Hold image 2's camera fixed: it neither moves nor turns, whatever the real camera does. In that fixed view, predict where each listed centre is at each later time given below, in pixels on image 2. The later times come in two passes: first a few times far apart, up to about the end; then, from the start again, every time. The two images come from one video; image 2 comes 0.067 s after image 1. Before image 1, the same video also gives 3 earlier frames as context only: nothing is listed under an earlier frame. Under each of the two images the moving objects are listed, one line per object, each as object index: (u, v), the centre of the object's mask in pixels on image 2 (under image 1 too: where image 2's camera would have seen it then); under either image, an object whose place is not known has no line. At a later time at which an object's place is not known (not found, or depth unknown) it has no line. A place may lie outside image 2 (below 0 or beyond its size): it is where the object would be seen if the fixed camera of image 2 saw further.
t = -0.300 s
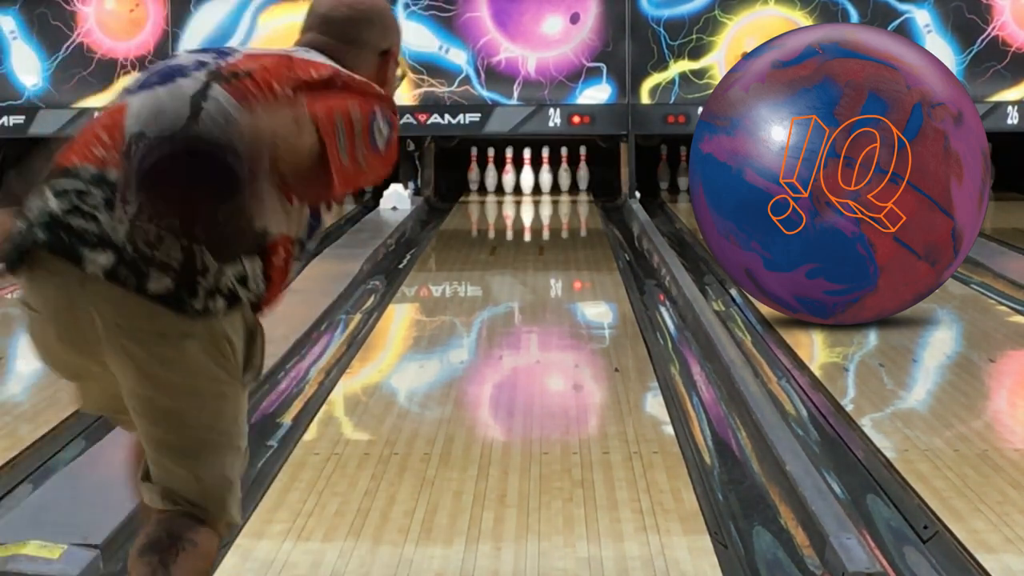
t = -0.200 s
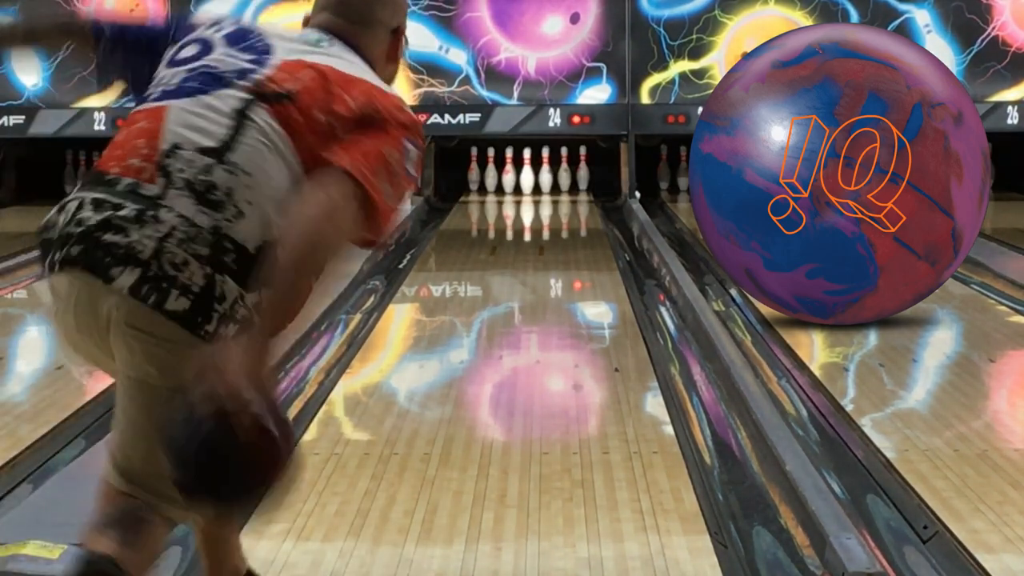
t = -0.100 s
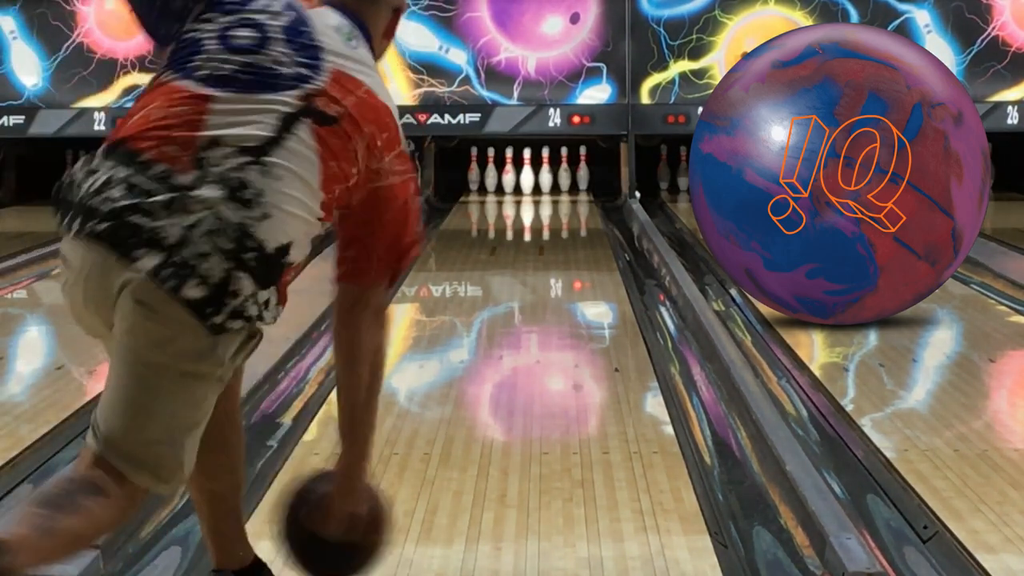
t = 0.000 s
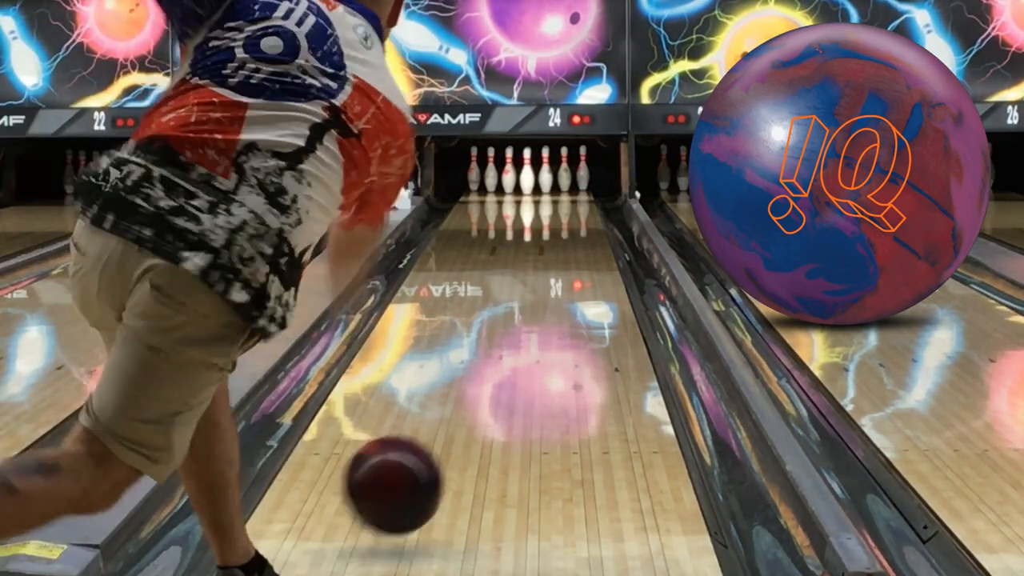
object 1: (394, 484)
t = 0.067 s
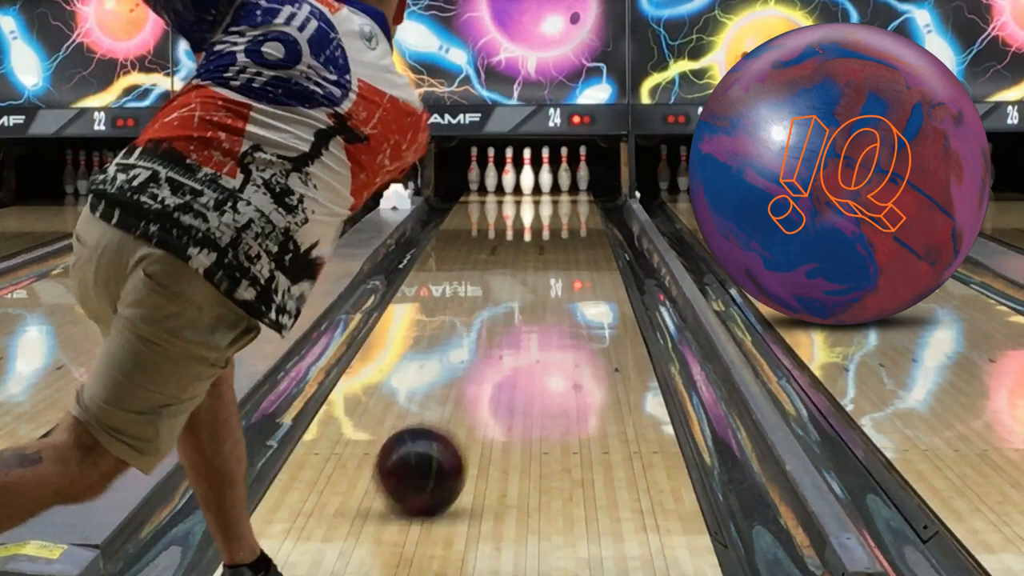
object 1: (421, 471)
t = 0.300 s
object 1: (488, 383)
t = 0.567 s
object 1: (535, 320)
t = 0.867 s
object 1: (568, 274)
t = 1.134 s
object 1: (585, 245)
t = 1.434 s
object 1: (592, 221)
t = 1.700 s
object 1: (587, 207)
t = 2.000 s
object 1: (567, 194)
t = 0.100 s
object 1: (433, 455)
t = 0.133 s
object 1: (444, 441)
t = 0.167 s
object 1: (454, 427)
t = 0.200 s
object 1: (463, 415)
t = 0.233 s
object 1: (472, 403)
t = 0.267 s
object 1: (480, 393)
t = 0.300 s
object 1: (488, 383)
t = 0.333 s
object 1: (495, 373)
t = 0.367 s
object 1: (502, 364)
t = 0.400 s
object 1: (508, 356)
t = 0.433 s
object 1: (515, 347)
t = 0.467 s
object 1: (520, 340)
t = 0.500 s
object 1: (526, 333)
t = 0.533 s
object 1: (531, 326)
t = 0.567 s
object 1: (535, 320)
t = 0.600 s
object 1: (540, 314)
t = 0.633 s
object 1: (544, 308)
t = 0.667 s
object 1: (548, 303)
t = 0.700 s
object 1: (552, 298)
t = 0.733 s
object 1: (555, 292)
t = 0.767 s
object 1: (559, 288)
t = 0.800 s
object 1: (562, 283)
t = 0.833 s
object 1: (565, 278)
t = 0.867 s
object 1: (568, 274)
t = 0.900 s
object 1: (571, 270)
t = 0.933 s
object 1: (573, 266)
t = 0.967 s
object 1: (576, 263)
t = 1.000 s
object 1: (578, 259)
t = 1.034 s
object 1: (580, 255)
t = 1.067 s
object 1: (581, 252)
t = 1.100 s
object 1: (583, 248)
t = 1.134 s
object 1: (585, 245)
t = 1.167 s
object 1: (586, 242)
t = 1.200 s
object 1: (587, 239)
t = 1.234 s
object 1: (588, 236)
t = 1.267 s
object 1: (589, 233)
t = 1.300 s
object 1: (590, 231)
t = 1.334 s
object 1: (590, 228)
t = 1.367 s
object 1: (591, 226)
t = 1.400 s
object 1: (591, 223)
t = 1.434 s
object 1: (592, 221)
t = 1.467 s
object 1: (591, 219)
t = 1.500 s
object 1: (591, 217)
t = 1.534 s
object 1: (591, 215)
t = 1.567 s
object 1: (591, 213)
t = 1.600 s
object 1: (590, 211)
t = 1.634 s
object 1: (589, 210)
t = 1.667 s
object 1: (588, 208)
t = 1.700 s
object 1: (587, 207)
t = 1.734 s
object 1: (585, 205)
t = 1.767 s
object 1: (583, 204)
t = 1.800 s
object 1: (581, 202)
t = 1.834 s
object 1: (579, 201)
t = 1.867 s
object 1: (577, 199)
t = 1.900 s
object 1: (574, 198)
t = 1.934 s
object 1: (572, 196)
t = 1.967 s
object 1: (570, 195)
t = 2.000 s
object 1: (567, 194)
